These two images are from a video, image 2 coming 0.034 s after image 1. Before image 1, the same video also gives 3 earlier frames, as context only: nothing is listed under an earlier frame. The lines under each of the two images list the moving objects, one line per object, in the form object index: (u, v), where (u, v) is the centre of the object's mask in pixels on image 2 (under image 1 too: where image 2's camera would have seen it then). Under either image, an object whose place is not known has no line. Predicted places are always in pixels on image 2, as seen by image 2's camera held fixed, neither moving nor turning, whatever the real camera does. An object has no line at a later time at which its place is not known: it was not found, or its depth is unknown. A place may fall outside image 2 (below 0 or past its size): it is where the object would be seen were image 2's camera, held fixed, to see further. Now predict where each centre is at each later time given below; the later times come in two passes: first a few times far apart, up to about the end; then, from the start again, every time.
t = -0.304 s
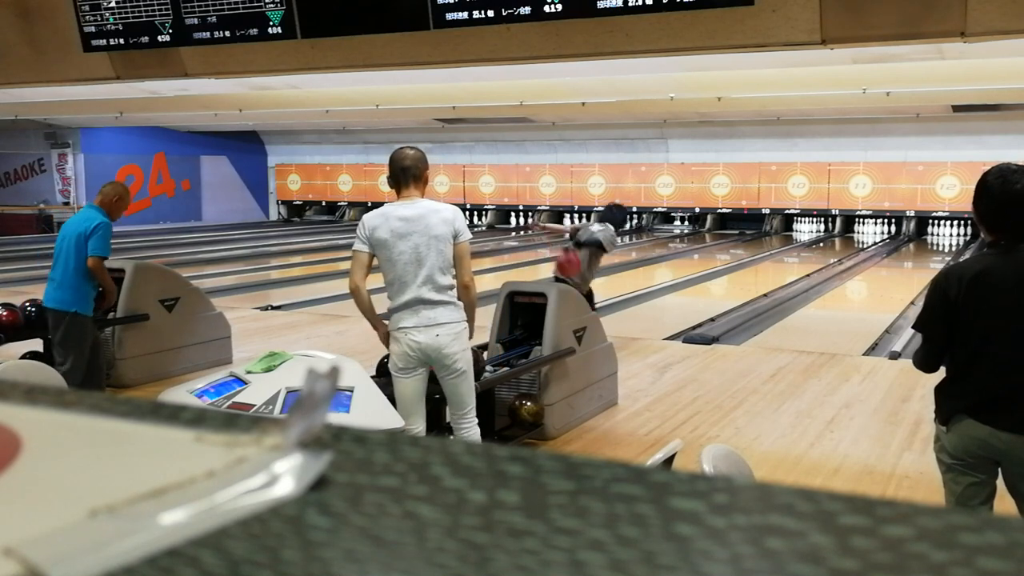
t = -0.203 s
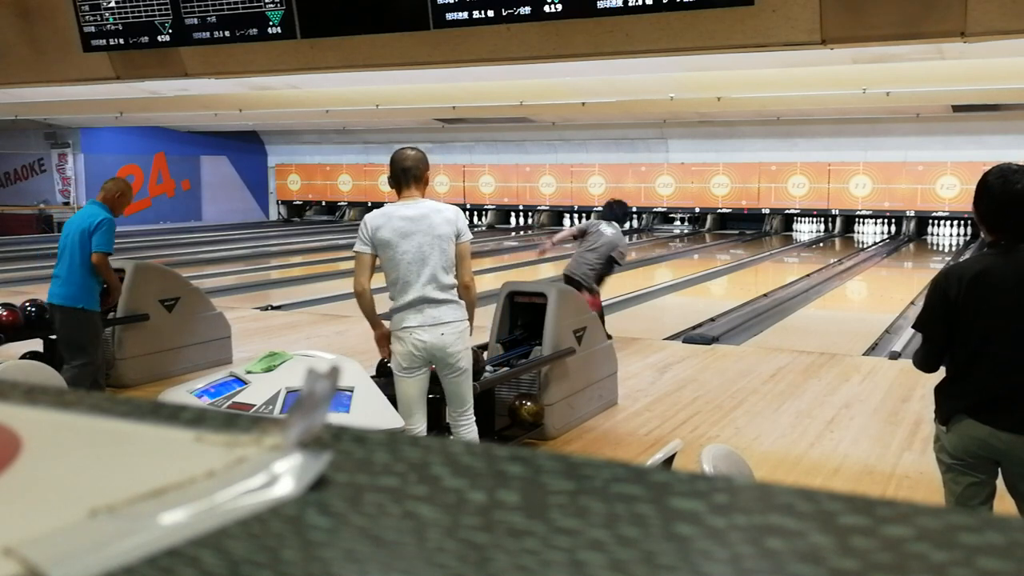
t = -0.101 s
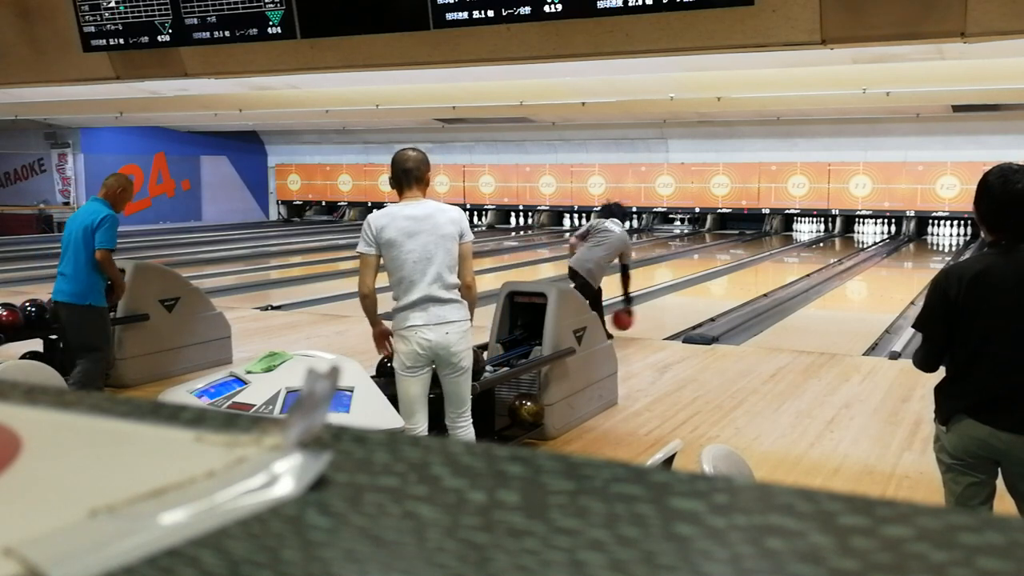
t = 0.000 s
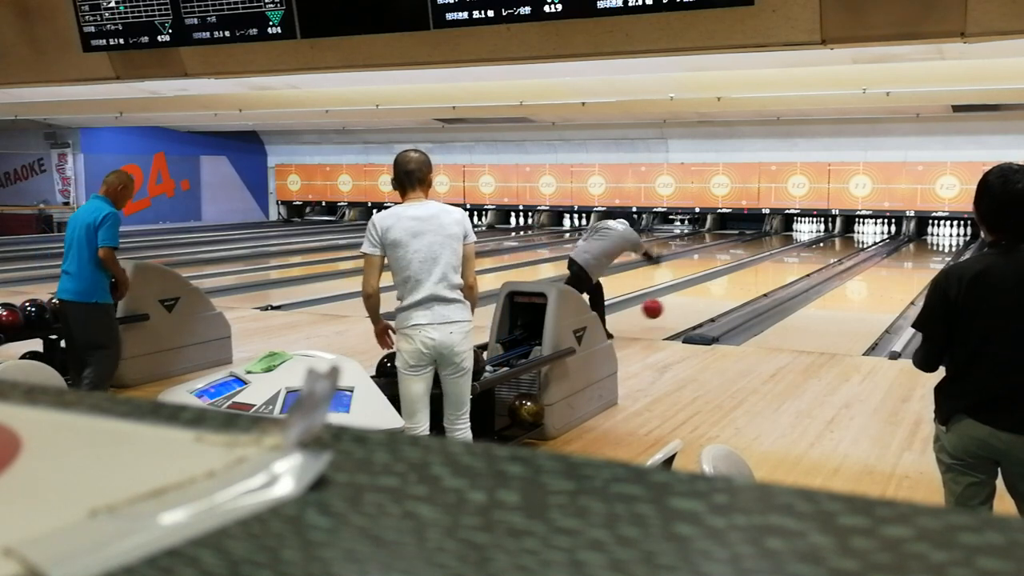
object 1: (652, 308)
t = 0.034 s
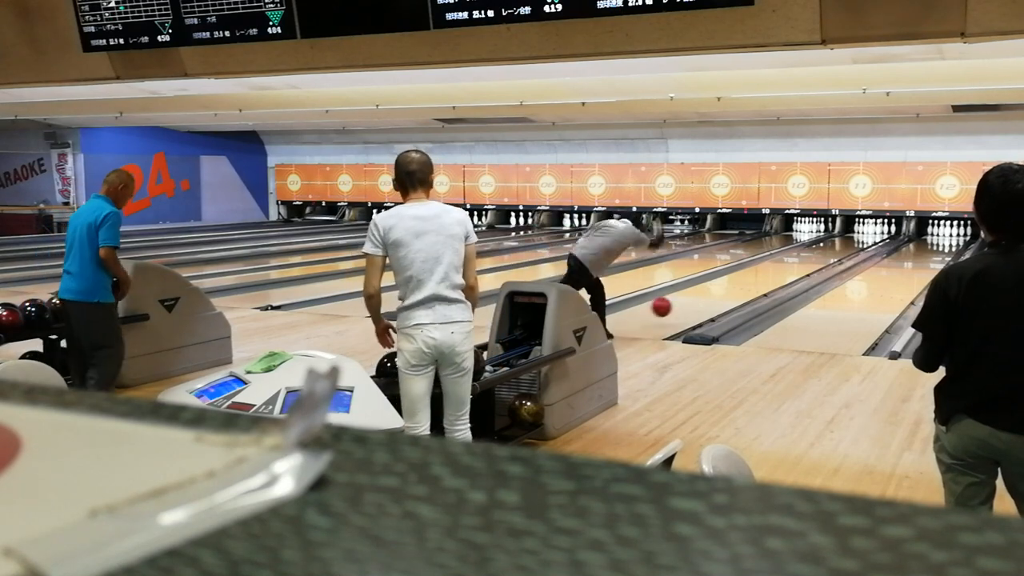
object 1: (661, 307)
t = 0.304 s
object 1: (721, 295)
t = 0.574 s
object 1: (764, 279)
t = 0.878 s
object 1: (799, 266)
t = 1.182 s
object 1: (824, 256)
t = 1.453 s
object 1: (841, 248)
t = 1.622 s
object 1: (850, 244)
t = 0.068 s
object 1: (670, 306)
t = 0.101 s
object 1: (678, 306)
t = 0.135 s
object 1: (686, 307)
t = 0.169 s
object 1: (694, 305)
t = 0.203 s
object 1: (701, 302)
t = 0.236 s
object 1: (708, 300)
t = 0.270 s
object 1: (715, 297)
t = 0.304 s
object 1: (721, 295)
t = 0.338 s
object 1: (728, 292)
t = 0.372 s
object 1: (734, 290)
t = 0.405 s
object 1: (739, 288)
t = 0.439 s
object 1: (744, 286)
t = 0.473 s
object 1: (750, 284)
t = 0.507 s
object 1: (755, 283)
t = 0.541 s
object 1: (760, 281)
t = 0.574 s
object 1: (764, 279)
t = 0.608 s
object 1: (769, 277)
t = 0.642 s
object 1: (773, 276)
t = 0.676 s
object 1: (777, 274)
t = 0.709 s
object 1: (781, 273)
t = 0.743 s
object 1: (785, 271)
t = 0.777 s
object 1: (789, 270)
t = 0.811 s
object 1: (792, 269)
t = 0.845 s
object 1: (796, 267)
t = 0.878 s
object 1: (799, 266)
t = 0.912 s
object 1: (802, 265)
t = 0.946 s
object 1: (805, 263)
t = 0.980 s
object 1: (808, 262)
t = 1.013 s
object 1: (811, 261)
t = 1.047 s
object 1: (814, 261)
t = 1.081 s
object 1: (817, 259)
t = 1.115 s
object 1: (819, 258)
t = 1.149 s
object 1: (822, 257)
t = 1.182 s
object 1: (824, 256)
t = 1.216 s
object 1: (826, 255)
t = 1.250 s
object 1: (829, 254)
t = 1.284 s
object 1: (831, 253)
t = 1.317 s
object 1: (833, 252)
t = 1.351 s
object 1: (835, 251)
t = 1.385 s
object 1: (838, 250)
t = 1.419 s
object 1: (839, 249)
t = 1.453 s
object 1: (841, 248)
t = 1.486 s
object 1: (843, 248)
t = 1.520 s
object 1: (845, 247)
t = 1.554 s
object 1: (847, 246)
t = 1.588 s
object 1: (848, 246)
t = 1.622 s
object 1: (850, 244)
